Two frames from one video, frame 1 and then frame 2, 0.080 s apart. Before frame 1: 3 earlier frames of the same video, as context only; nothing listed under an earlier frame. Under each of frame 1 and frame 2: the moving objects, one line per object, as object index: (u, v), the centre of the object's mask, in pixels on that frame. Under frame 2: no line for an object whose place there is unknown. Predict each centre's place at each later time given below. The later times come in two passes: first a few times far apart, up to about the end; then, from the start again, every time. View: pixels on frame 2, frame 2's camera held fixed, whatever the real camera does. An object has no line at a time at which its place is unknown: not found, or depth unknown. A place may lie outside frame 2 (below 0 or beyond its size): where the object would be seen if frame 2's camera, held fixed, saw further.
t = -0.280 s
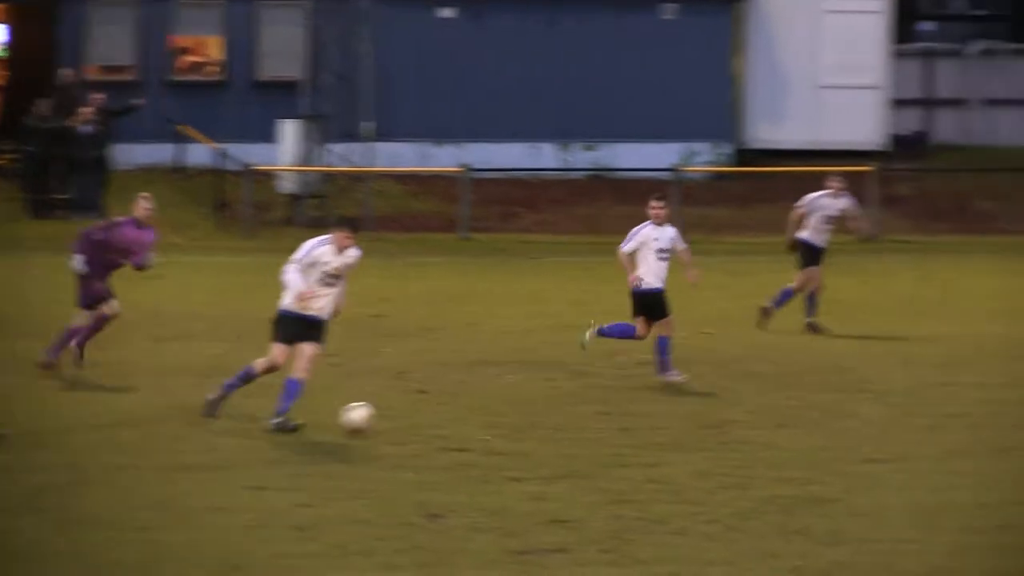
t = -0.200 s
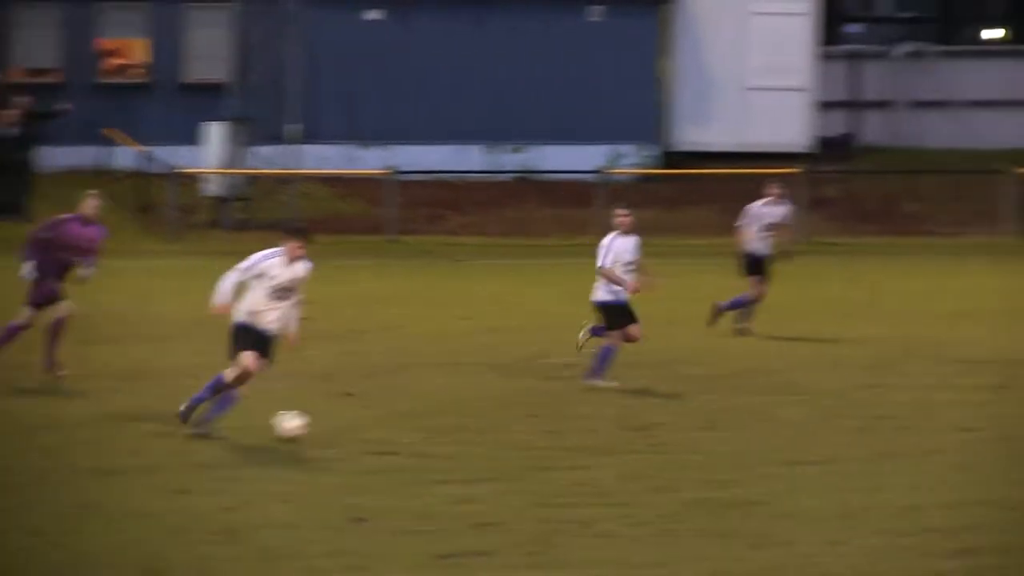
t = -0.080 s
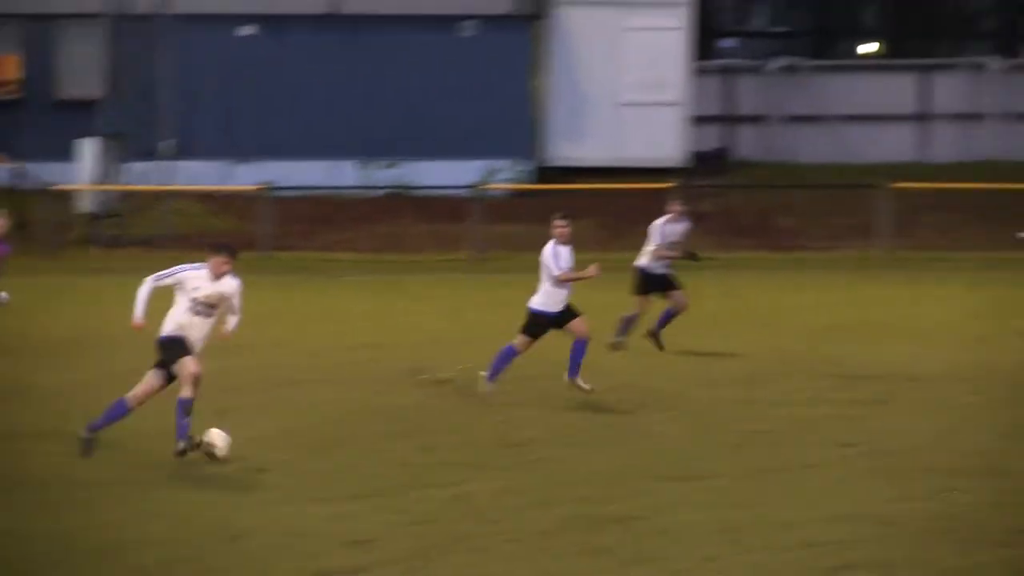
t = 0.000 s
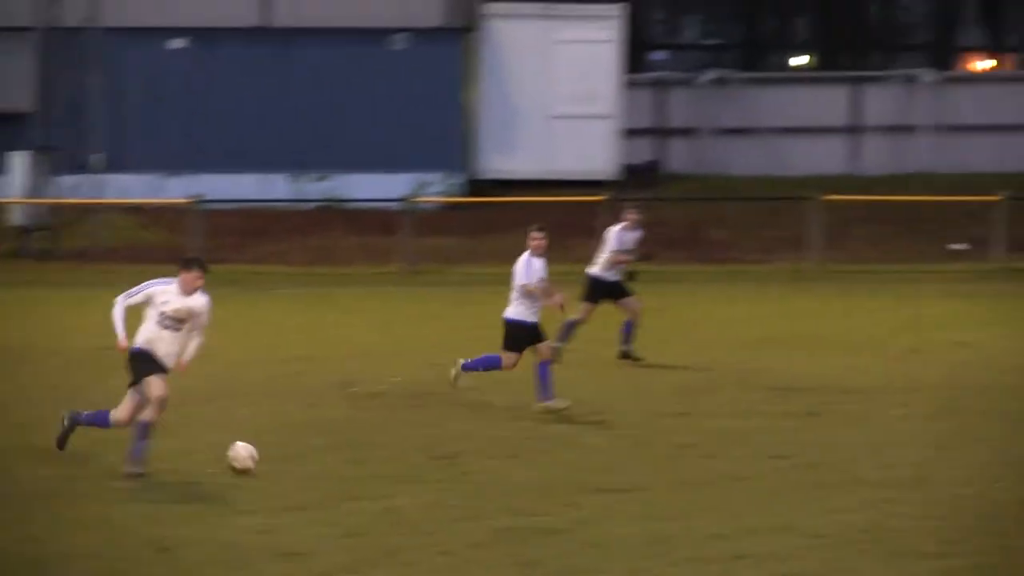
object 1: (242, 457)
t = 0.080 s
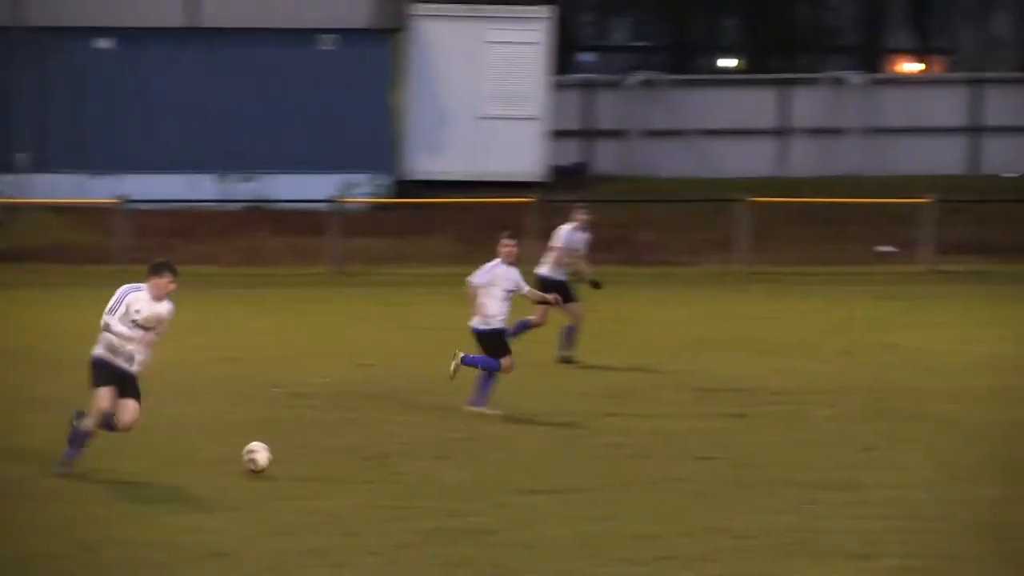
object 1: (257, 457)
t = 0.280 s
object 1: (451, 448)
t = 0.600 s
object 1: (705, 454)
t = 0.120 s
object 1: (301, 456)
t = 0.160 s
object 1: (342, 455)
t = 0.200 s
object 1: (383, 458)
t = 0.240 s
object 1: (418, 452)
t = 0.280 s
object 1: (451, 448)
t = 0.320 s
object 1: (484, 448)
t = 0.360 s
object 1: (520, 450)
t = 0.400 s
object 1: (553, 454)
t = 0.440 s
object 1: (585, 457)
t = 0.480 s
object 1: (616, 453)
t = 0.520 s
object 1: (646, 451)
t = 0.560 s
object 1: (676, 452)
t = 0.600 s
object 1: (705, 454)
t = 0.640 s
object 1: (731, 459)
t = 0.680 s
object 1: (758, 461)
